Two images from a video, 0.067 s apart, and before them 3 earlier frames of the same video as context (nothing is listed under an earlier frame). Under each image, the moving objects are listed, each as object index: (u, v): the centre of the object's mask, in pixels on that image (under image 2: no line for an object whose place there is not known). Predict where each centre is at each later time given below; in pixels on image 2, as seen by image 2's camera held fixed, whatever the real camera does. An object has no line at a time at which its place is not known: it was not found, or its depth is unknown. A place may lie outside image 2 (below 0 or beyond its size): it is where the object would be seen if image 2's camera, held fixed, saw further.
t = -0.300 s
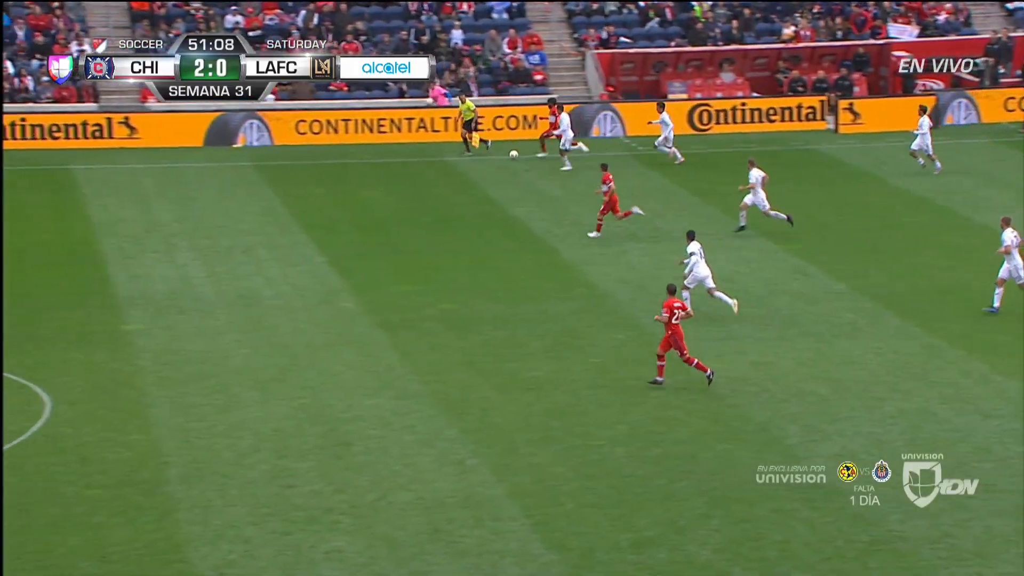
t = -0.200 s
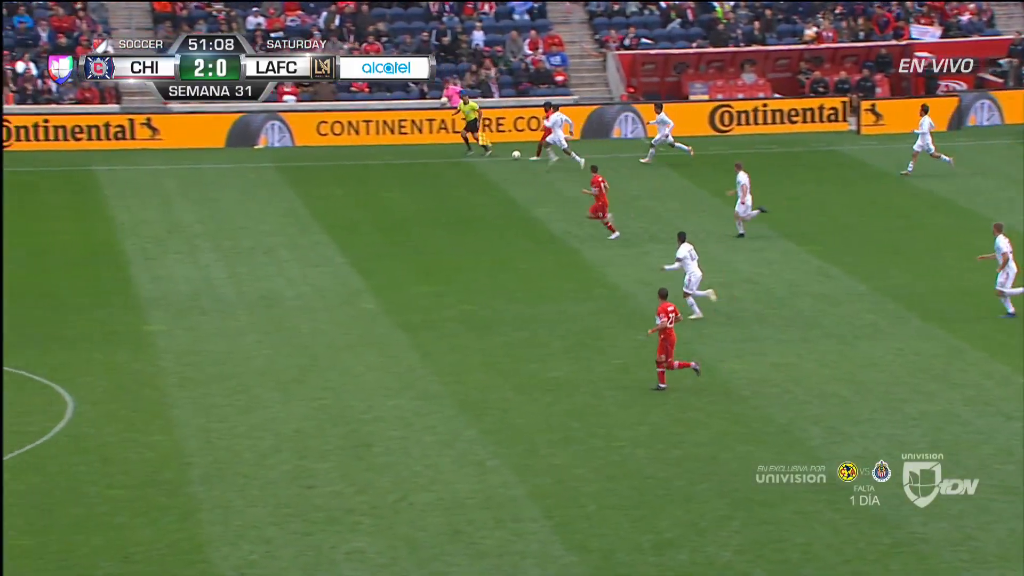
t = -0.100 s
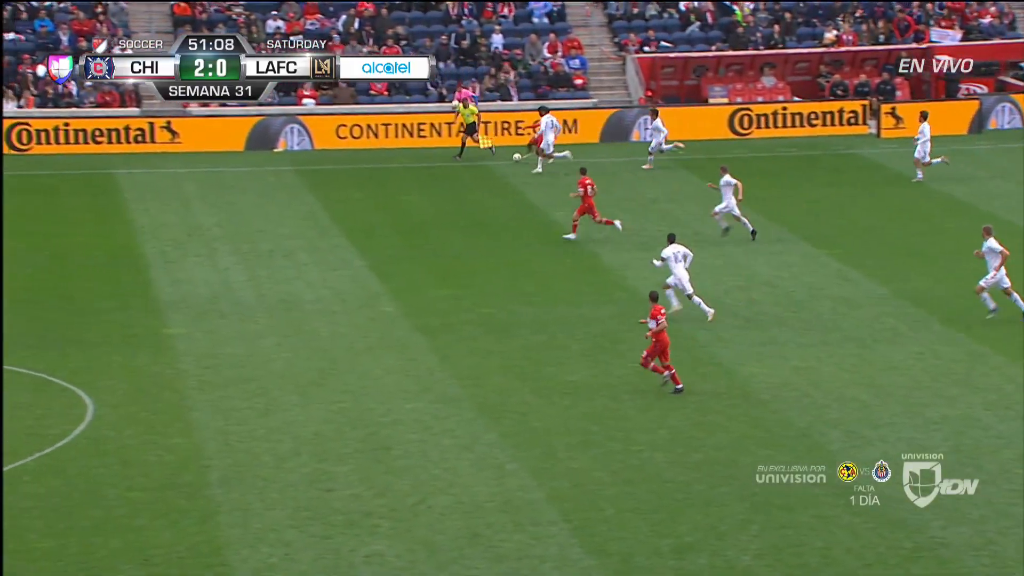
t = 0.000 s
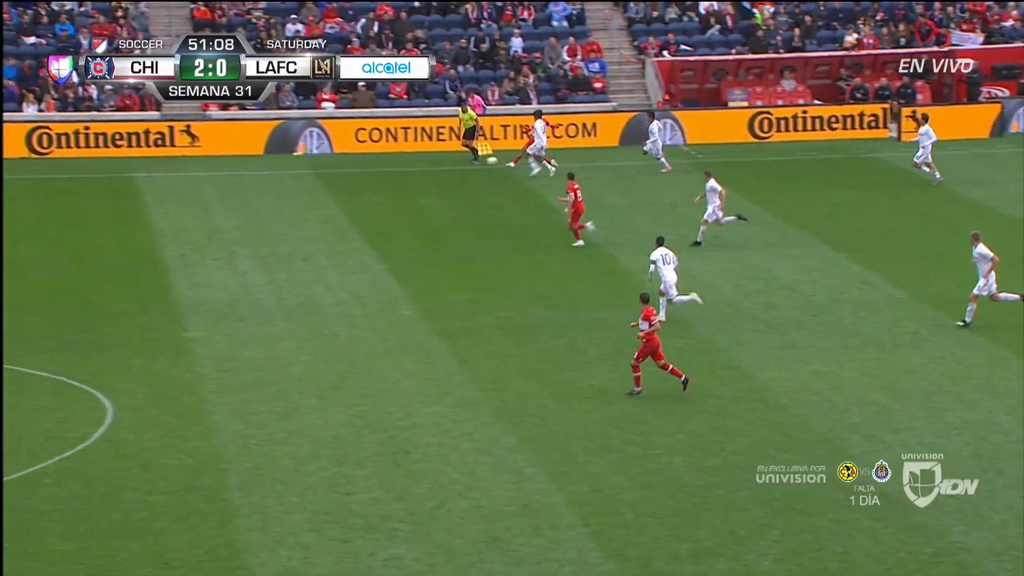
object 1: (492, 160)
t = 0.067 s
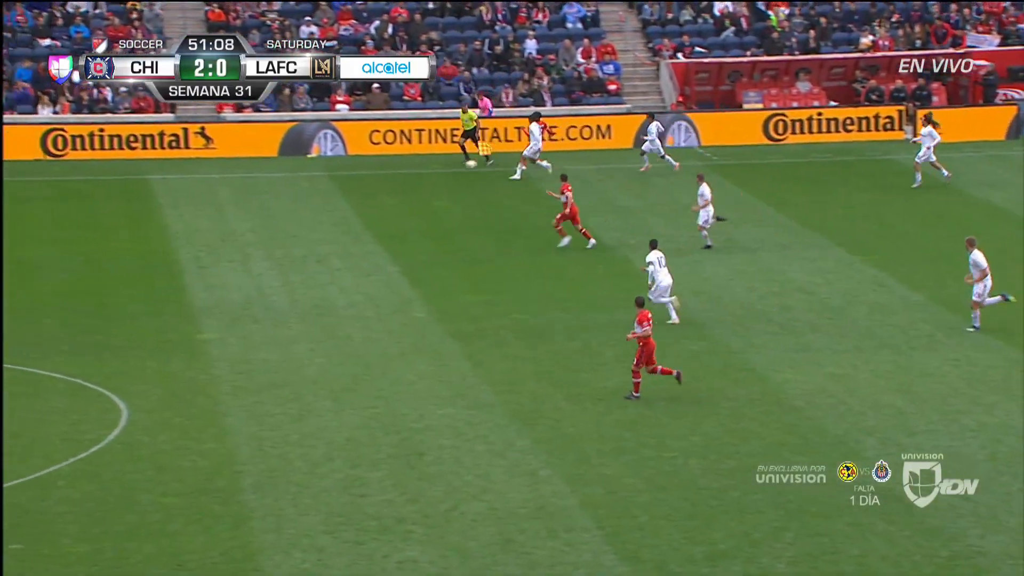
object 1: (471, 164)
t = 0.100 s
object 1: (455, 165)
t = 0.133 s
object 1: (439, 167)
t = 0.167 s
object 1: (424, 170)
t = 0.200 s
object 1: (408, 173)
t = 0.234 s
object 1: (393, 176)
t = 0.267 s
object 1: (378, 181)
